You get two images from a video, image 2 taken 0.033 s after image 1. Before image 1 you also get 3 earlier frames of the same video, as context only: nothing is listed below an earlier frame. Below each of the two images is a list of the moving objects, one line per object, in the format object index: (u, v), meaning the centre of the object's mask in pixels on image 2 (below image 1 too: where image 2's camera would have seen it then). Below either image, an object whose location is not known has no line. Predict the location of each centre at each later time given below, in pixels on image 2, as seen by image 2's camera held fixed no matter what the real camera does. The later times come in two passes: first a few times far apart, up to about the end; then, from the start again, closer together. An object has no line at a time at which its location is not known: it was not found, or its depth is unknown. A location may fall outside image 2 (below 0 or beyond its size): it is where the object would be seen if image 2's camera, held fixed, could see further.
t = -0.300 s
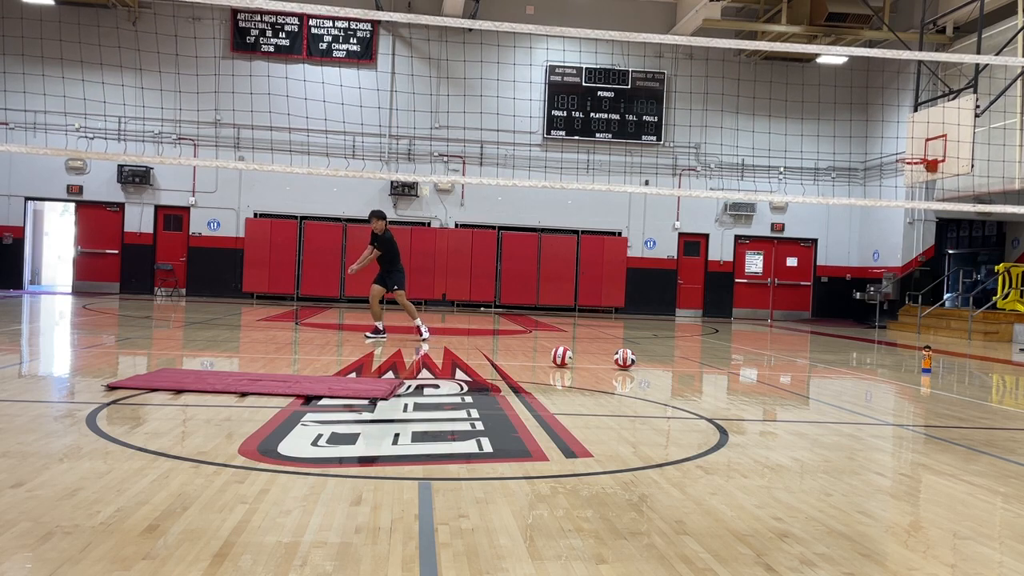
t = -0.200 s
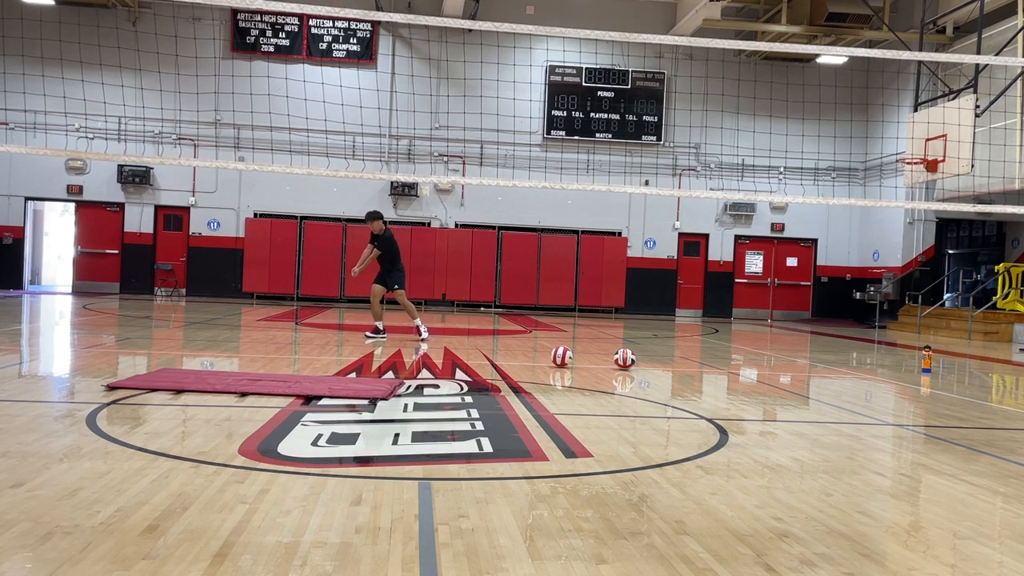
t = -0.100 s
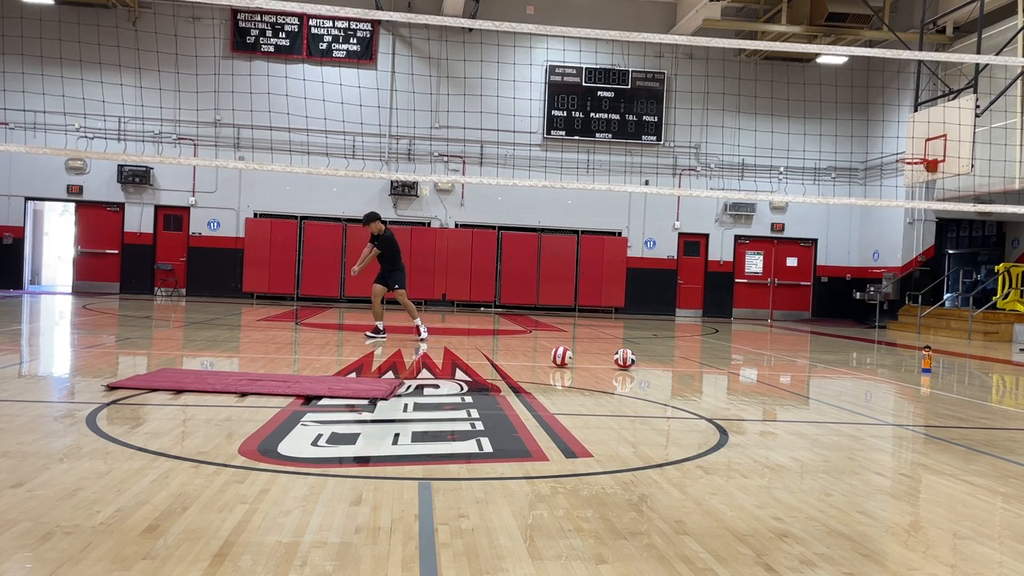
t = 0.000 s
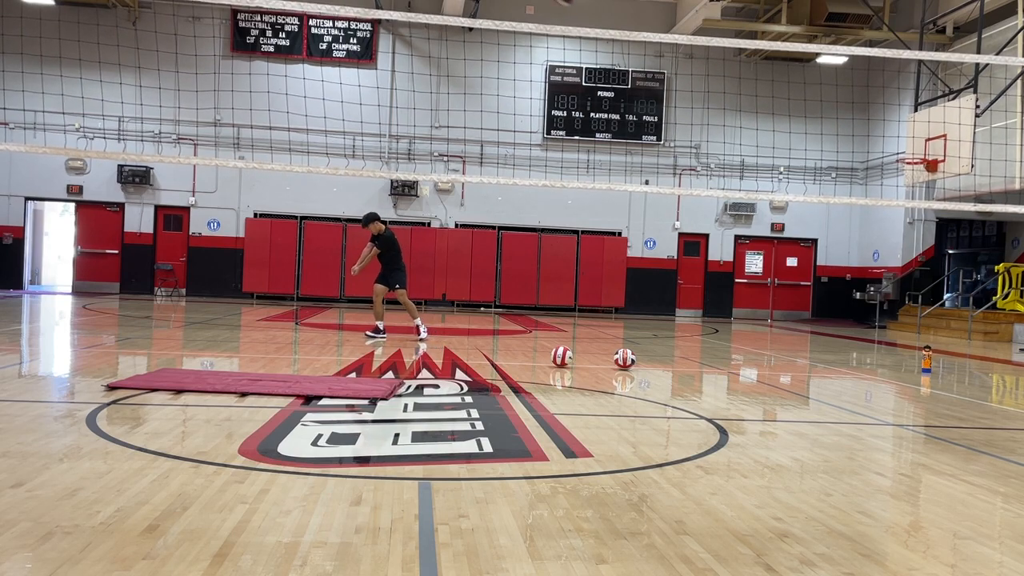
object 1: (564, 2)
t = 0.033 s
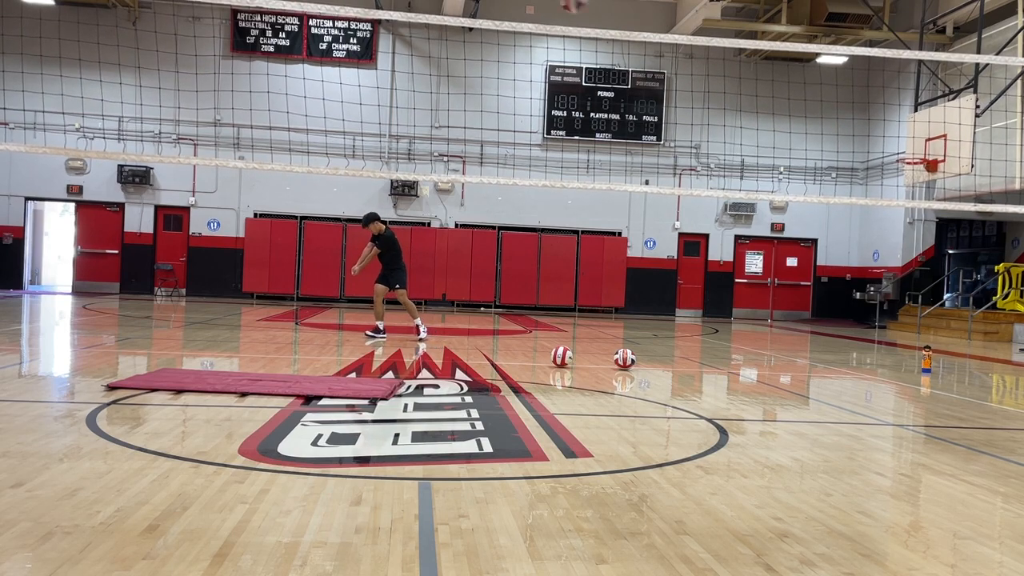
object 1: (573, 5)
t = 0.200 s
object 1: (620, 62)
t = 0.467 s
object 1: (699, 255)
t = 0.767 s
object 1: (789, 289)
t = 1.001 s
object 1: (851, 178)
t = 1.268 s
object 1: (919, 159)
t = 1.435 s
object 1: (963, 209)
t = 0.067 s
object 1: (582, 10)
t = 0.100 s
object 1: (592, 16)
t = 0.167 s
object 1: (610, 49)
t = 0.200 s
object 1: (620, 62)
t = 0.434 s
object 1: (688, 224)
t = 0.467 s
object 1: (699, 255)
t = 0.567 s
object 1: (732, 360)
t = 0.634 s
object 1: (753, 385)
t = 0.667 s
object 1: (762, 357)
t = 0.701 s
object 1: (771, 331)
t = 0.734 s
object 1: (780, 309)
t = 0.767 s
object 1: (789, 289)
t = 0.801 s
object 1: (797, 267)
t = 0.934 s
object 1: (833, 202)
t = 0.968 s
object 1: (841, 188)
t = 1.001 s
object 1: (851, 178)
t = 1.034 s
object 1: (860, 170)
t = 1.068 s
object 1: (868, 163)
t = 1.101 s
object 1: (877, 157)
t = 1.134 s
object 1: (886, 153)
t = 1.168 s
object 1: (894, 152)
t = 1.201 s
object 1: (904, 152)
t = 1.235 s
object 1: (911, 155)
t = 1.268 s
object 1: (919, 159)
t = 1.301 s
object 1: (928, 163)
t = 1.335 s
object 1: (937, 171)
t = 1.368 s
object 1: (945, 181)
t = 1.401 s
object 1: (954, 193)
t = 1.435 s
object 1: (963, 209)
